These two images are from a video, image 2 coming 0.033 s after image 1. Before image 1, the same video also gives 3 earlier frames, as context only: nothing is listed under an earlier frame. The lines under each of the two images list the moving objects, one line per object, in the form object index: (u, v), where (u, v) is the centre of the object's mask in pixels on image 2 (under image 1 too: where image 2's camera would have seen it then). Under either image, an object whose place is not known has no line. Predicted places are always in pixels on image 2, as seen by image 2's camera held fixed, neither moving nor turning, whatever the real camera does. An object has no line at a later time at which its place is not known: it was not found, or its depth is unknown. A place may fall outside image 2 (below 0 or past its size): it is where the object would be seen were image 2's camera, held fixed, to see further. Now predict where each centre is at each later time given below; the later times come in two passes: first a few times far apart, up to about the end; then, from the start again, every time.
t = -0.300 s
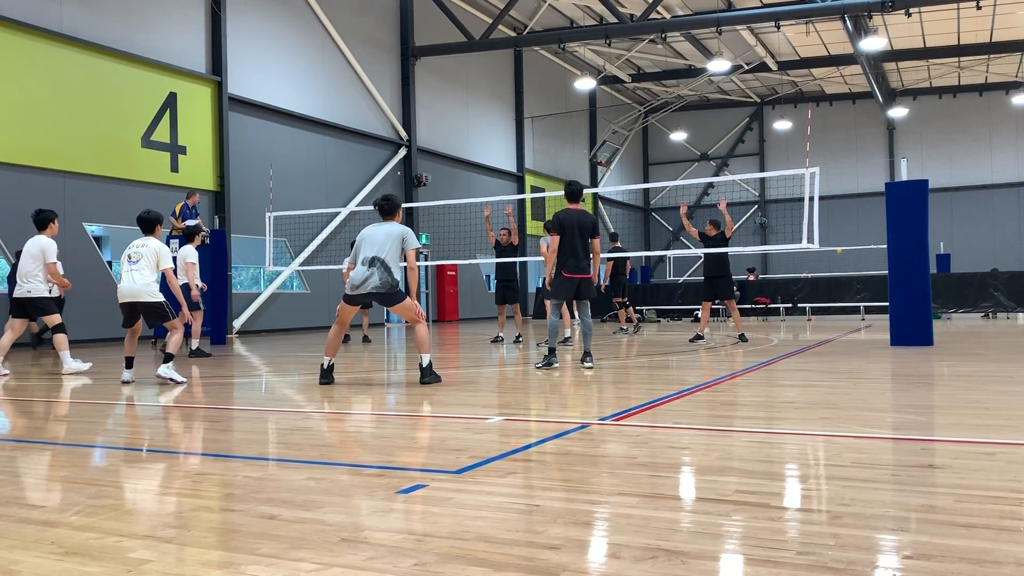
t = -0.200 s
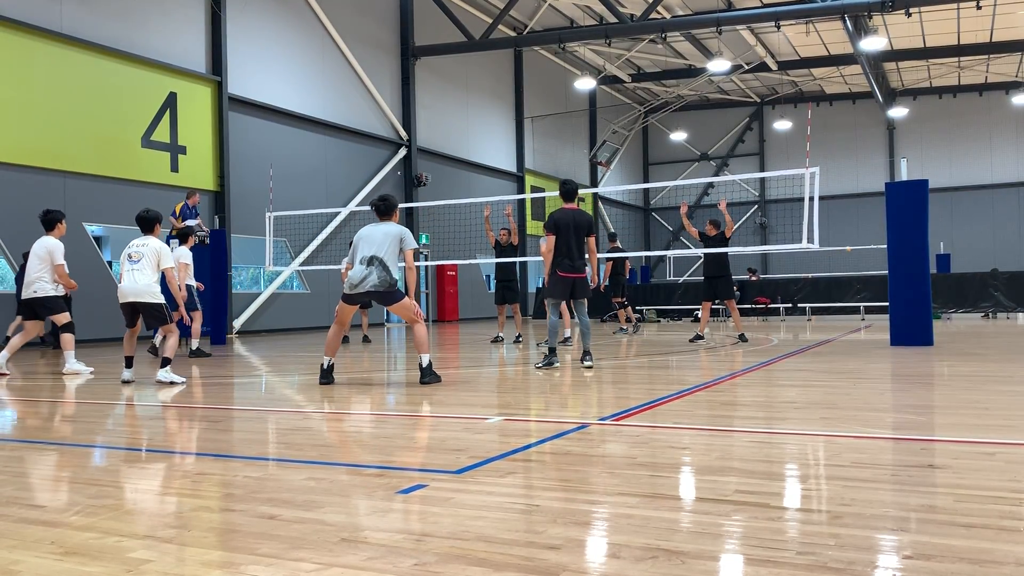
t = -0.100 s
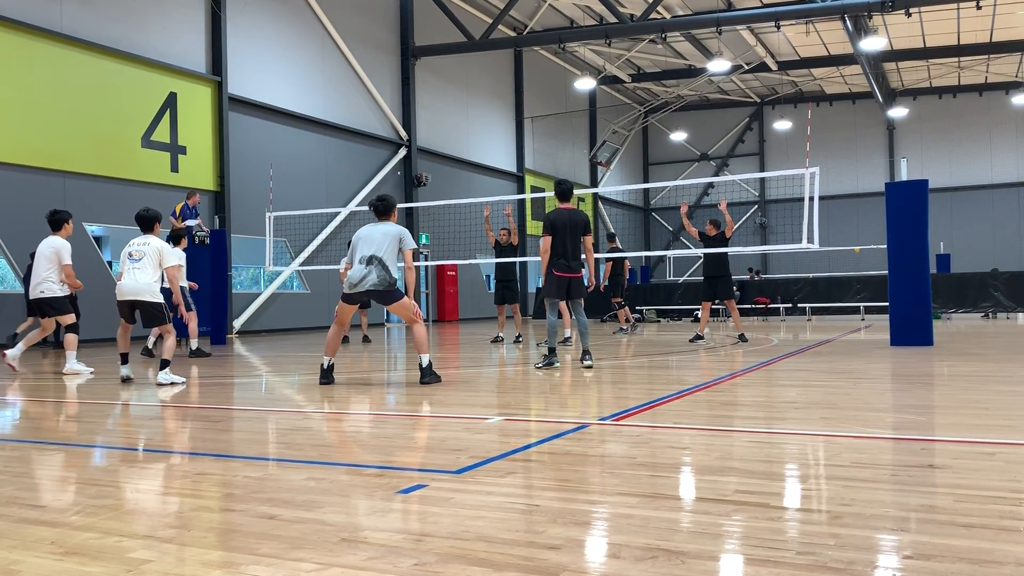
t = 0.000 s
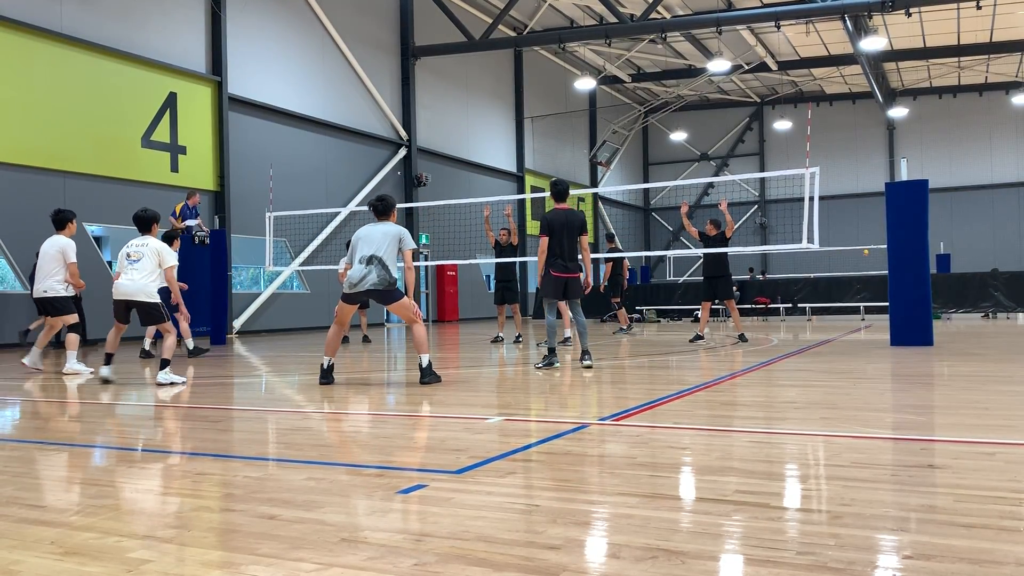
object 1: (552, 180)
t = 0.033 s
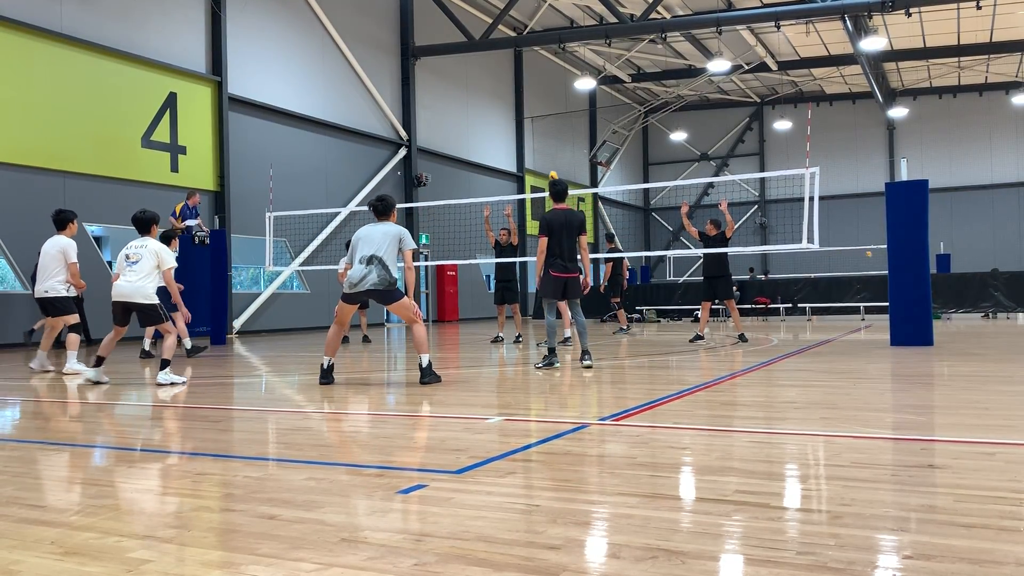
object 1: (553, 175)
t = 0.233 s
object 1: (540, 136)
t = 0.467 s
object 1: (519, 109)
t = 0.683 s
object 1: (488, 115)
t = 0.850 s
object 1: (450, 156)
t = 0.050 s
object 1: (552, 173)
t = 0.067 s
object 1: (551, 169)
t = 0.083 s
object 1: (550, 166)
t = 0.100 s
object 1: (550, 162)
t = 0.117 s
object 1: (549, 159)
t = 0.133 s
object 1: (548, 156)
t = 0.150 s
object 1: (546, 152)
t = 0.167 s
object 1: (545, 148)
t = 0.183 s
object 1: (544, 145)
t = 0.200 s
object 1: (543, 142)
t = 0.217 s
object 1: (542, 140)
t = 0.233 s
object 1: (540, 136)
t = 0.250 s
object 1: (539, 134)
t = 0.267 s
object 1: (538, 131)
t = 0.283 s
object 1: (537, 128)
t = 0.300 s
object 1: (536, 126)
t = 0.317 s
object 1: (534, 124)
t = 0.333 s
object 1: (534, 122)
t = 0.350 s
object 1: (532, 120)
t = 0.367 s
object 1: (531, 118)
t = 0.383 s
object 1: (529, 116)
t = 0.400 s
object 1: (527, 115)
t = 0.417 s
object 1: (525, 113)
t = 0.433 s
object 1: (523, 112)
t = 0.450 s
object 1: (522, 110)
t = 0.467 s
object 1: (519, 109)
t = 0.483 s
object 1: (517, 109)
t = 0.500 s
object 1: (515, 108)
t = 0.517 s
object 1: (513, 107)
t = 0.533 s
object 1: (512, 107)
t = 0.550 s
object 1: (509, 107)
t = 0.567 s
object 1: (507, 107)
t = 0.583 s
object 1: (504, 107)
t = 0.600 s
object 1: (502, 108)
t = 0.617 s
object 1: (500, 109)
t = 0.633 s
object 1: (497, 110)
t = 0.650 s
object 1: (495, 111)
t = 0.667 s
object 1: (491, 113)
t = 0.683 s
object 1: (488, 115)
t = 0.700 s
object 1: (485, 117)
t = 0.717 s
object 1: (481, 119)
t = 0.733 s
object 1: (478, 122)
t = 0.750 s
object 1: (474, 126)
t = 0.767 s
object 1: (470, 129)
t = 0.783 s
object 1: (467, 134)
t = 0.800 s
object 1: (463, 139)
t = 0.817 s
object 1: (459, 143)
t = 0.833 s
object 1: (454, 151)
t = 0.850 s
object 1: (450, 156)
